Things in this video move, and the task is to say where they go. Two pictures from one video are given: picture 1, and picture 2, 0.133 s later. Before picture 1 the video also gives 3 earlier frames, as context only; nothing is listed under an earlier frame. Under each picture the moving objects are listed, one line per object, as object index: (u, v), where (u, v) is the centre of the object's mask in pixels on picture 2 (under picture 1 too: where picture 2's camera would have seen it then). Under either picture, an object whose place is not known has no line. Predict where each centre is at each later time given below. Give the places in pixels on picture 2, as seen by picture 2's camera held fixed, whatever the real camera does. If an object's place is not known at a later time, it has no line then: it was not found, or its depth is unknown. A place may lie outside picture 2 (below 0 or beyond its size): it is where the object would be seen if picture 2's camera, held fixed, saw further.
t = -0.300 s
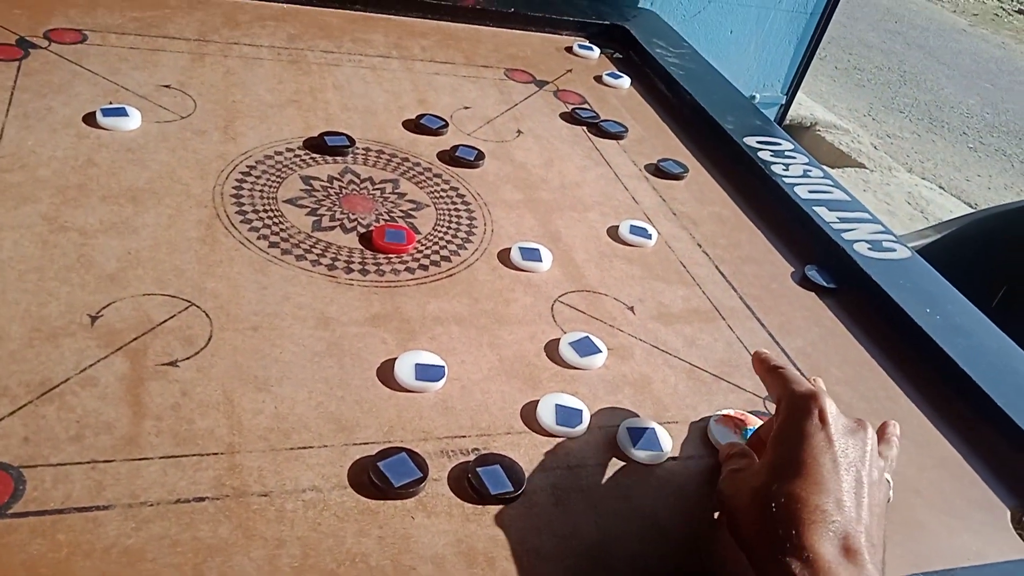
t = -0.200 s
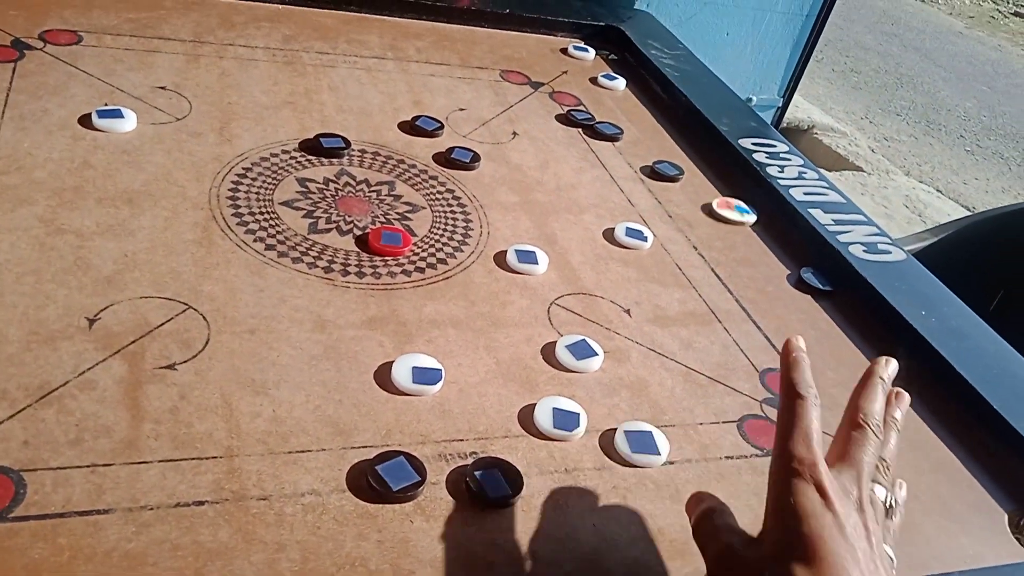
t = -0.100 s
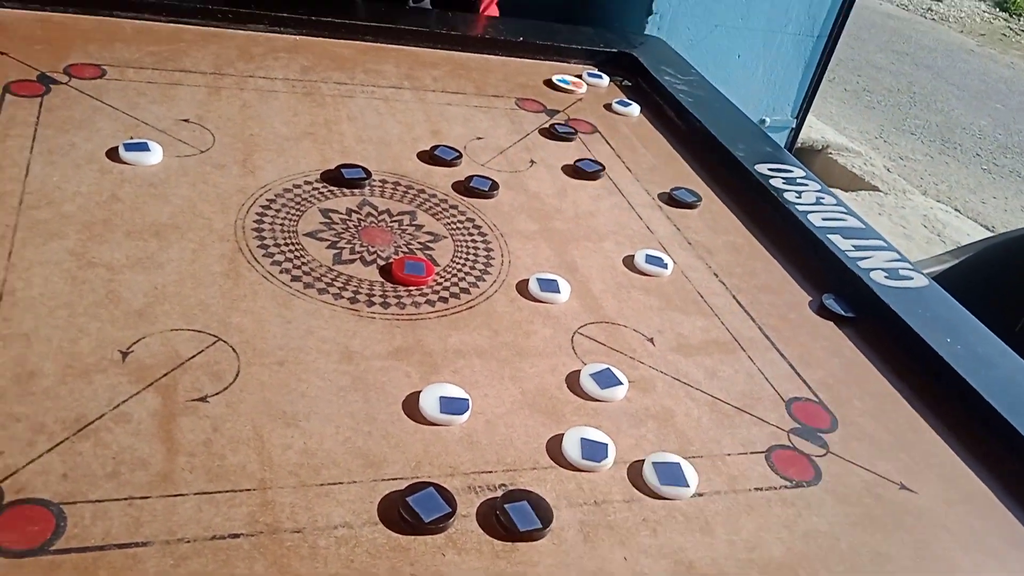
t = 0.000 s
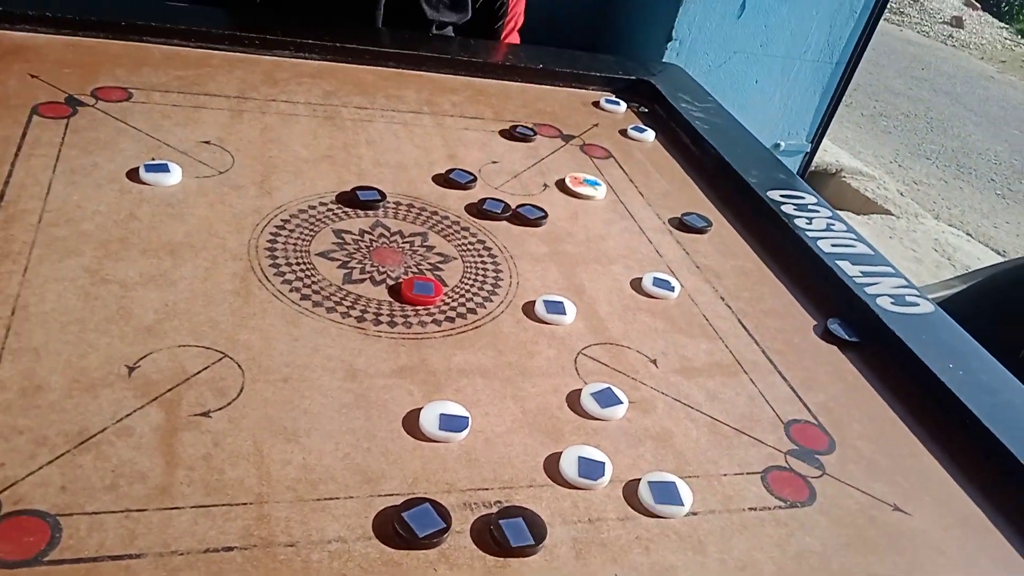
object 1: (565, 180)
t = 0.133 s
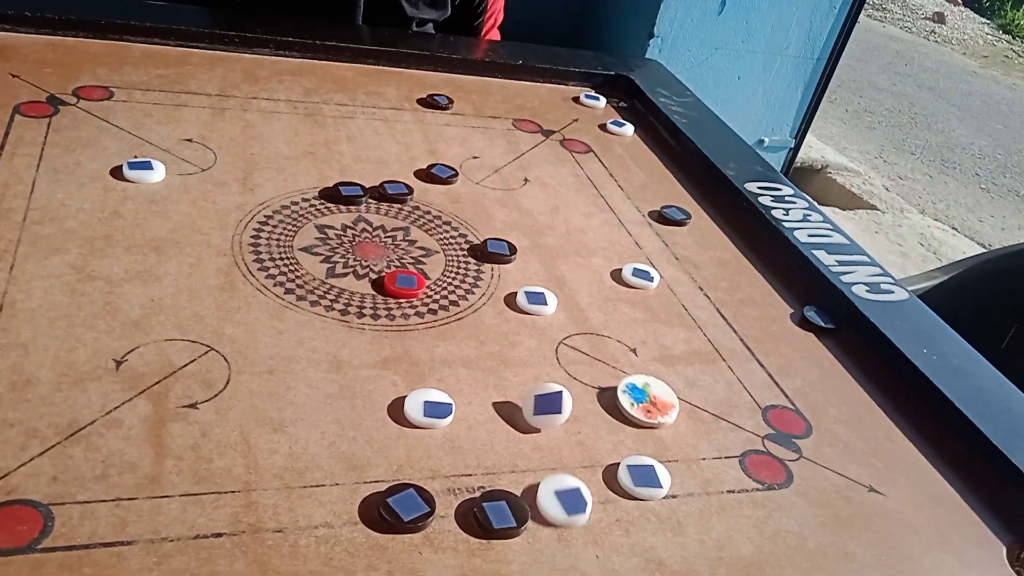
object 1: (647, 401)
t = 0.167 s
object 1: (694, 451)
